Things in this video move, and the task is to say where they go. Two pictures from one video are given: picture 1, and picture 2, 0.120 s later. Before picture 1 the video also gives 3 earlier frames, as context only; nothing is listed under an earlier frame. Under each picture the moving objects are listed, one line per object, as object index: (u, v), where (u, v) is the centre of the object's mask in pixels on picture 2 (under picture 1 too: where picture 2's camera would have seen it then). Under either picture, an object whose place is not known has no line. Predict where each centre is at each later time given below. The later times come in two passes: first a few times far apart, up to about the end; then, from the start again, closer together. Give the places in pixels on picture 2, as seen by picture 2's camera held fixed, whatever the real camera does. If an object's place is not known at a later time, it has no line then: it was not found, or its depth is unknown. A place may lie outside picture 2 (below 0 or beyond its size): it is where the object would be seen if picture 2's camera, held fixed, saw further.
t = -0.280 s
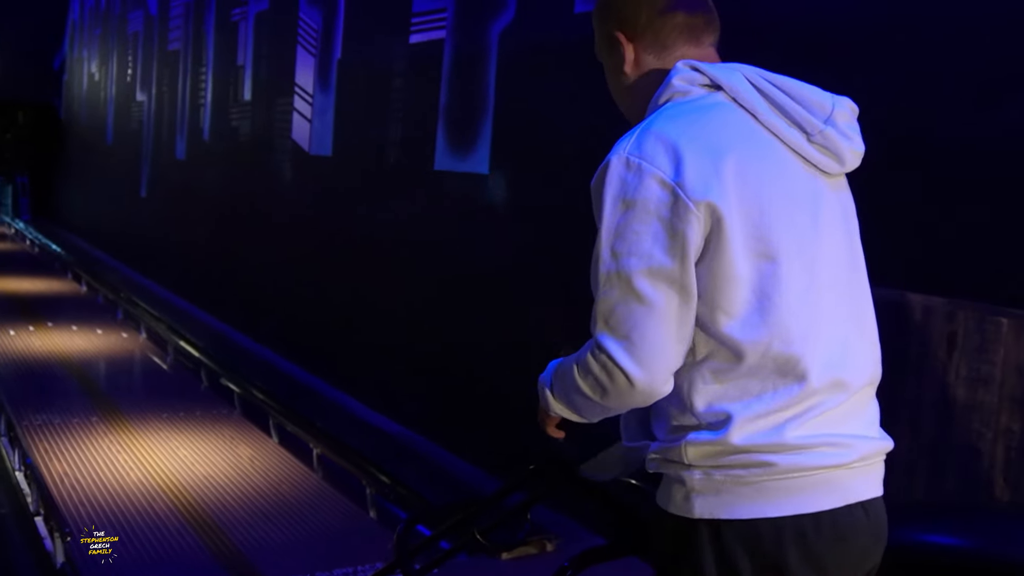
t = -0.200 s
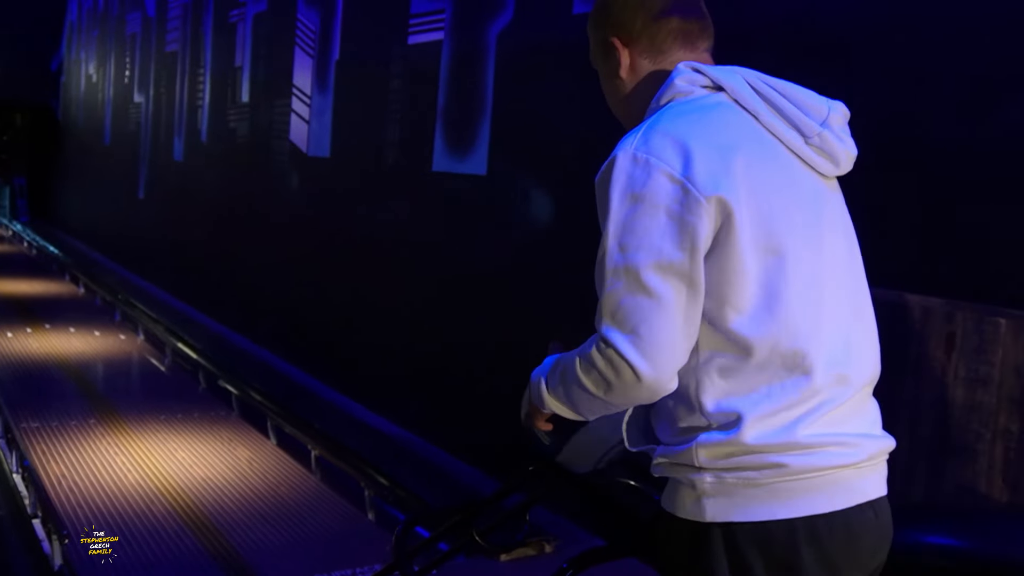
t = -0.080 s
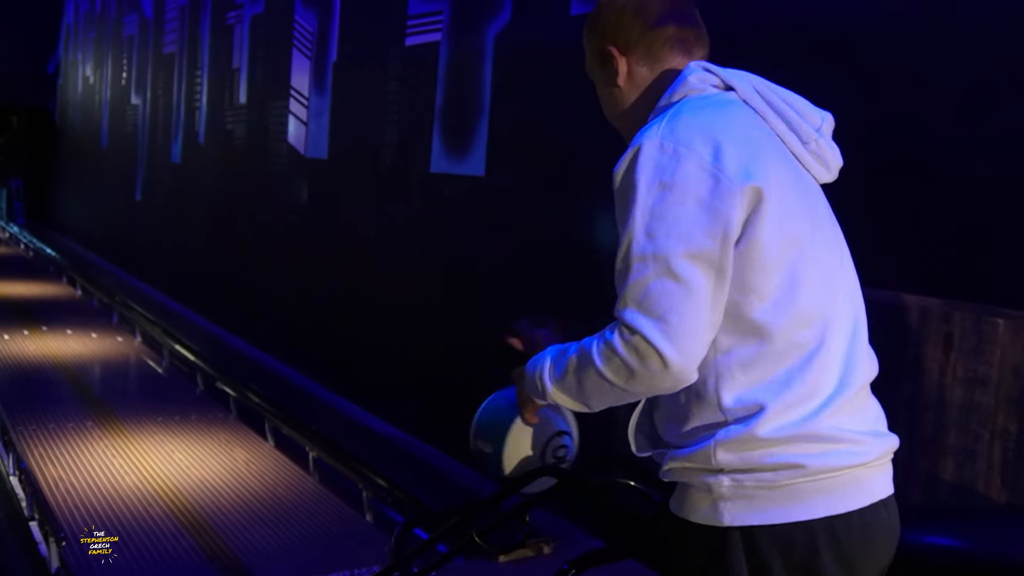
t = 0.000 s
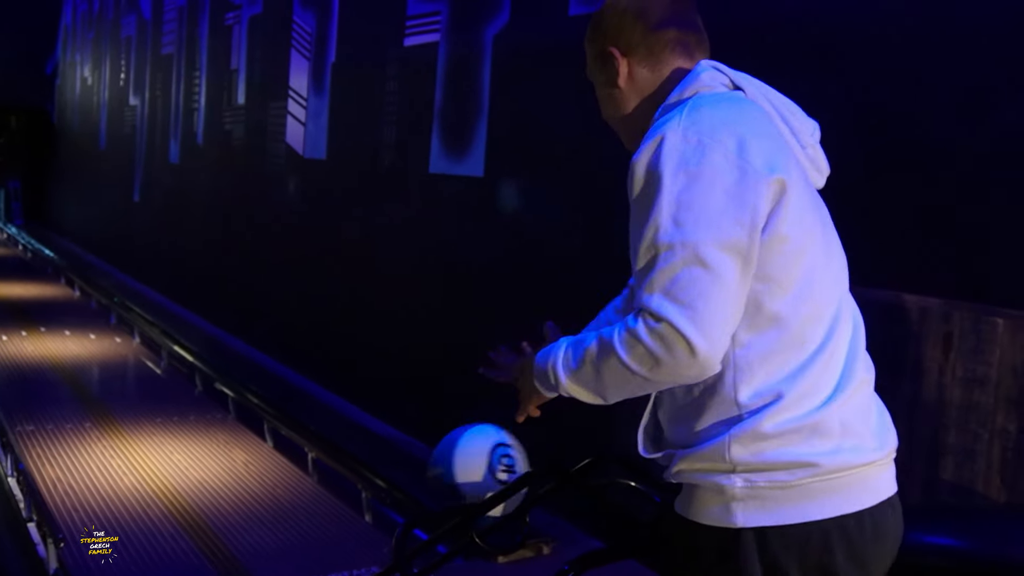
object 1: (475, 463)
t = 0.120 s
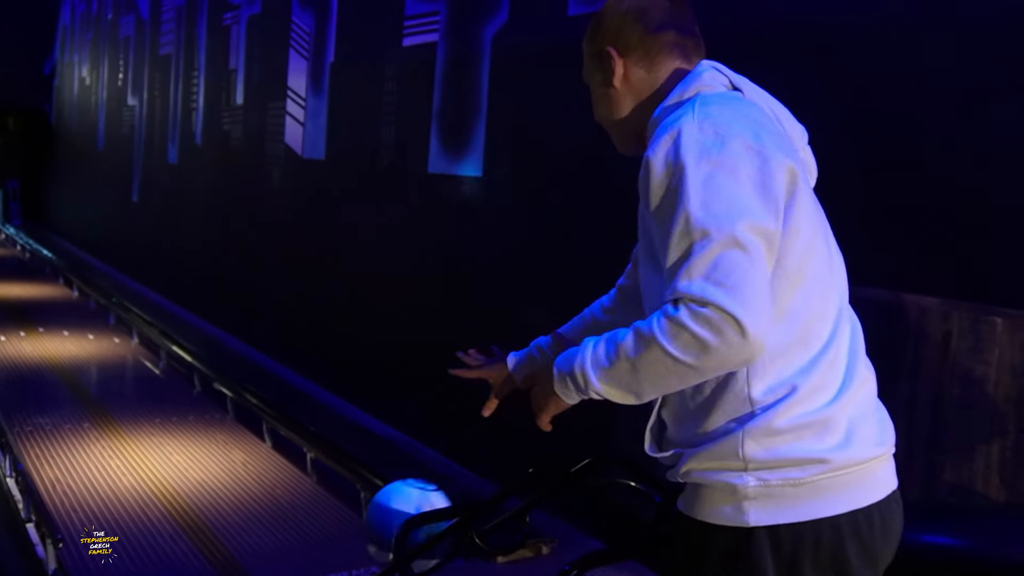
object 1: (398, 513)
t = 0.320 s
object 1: (300, 562)
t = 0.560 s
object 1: (212, 513)
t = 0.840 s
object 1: (146, 453)
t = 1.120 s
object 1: (99, 411)
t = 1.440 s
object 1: (60, 372)
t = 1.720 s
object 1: (35, 349)
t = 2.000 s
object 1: (16, 328)
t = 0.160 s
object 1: (374, 534)
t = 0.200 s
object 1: (360, 546)
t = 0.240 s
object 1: (343, 557)
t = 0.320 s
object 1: (300, 562)
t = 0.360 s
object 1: (283, 554)
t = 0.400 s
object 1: (268, 546)
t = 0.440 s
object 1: (252, 541)
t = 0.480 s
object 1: (238, 532)
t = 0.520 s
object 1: (224, 523)
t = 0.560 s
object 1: (212, 513)
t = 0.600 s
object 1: (200, 504)
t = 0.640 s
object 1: (189, 492)
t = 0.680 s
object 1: (180, 485)
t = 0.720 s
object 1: (171, 477)
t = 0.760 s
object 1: (163, 467)
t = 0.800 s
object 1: (154, 461)
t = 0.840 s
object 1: (146, 453)
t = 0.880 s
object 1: (138, 446)
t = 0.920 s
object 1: (130, 439)
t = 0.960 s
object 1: (124, 433)
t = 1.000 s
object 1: (118, 427)
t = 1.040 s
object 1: (111, 421)
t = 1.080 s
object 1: (105, 416)
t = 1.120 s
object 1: (99, 411)
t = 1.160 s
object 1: (93, 403)
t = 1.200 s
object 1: (88, 401)
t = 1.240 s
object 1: (83, 396)
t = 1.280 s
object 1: (79, 391)
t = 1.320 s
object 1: (74, 387)
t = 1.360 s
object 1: (70, 383)
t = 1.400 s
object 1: (65, 379)
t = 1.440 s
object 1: (60, 372)
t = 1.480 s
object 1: (57, 371)
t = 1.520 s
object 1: (53, 367)
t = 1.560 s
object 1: (49, 363)
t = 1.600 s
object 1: (46, 359)
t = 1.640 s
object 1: (42, 356)
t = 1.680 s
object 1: (38, 353)
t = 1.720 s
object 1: (35, 349)
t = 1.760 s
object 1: (32, 346)
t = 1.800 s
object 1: (29, 343)
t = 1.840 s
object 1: (26, 339)
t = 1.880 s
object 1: (24, 336)
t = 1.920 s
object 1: (21, 334)
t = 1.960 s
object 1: (19, 331)
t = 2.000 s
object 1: (16, 328)
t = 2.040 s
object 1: (14, 327)
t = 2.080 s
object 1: (13, 325)
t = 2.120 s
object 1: (11, 321)
